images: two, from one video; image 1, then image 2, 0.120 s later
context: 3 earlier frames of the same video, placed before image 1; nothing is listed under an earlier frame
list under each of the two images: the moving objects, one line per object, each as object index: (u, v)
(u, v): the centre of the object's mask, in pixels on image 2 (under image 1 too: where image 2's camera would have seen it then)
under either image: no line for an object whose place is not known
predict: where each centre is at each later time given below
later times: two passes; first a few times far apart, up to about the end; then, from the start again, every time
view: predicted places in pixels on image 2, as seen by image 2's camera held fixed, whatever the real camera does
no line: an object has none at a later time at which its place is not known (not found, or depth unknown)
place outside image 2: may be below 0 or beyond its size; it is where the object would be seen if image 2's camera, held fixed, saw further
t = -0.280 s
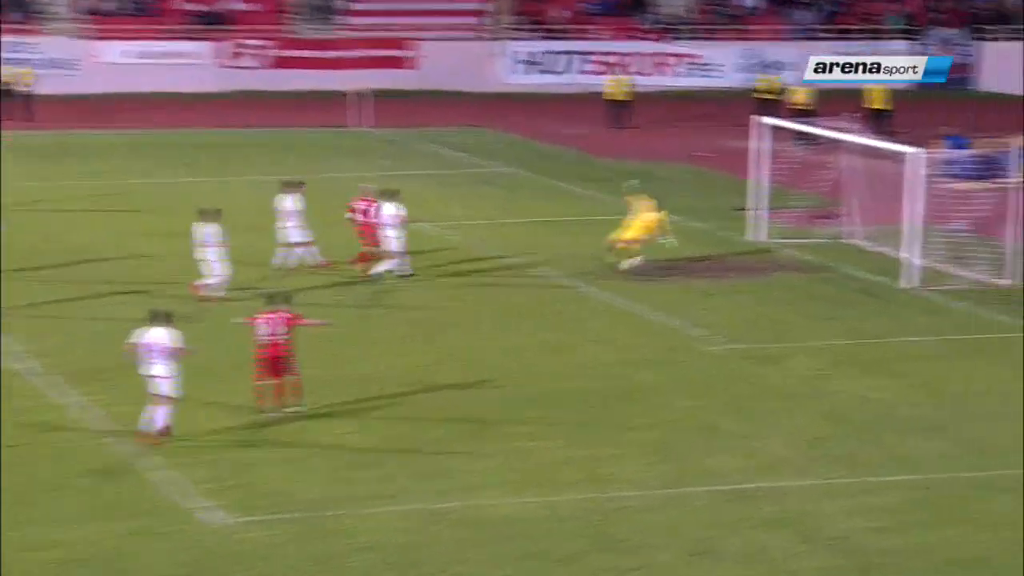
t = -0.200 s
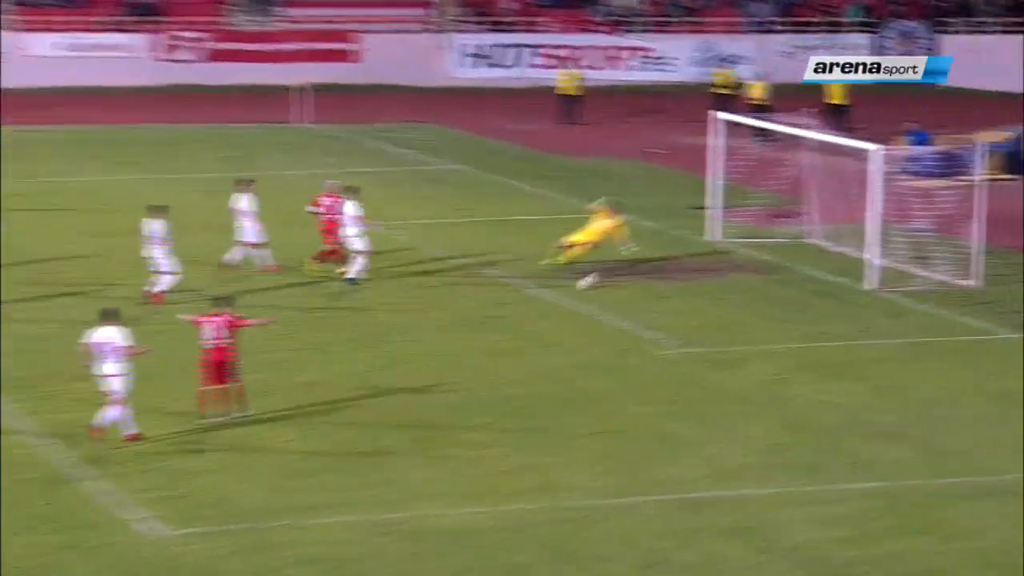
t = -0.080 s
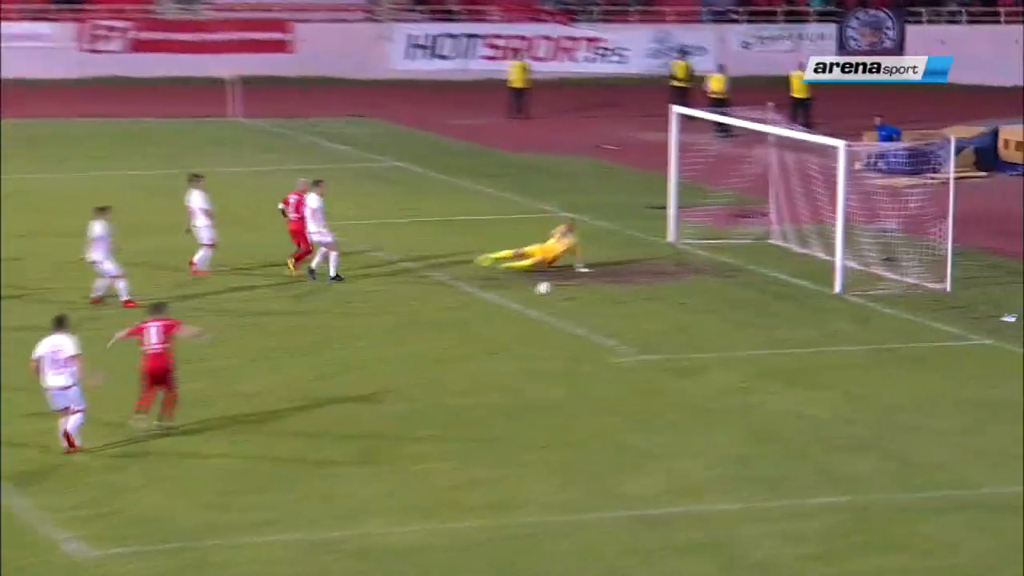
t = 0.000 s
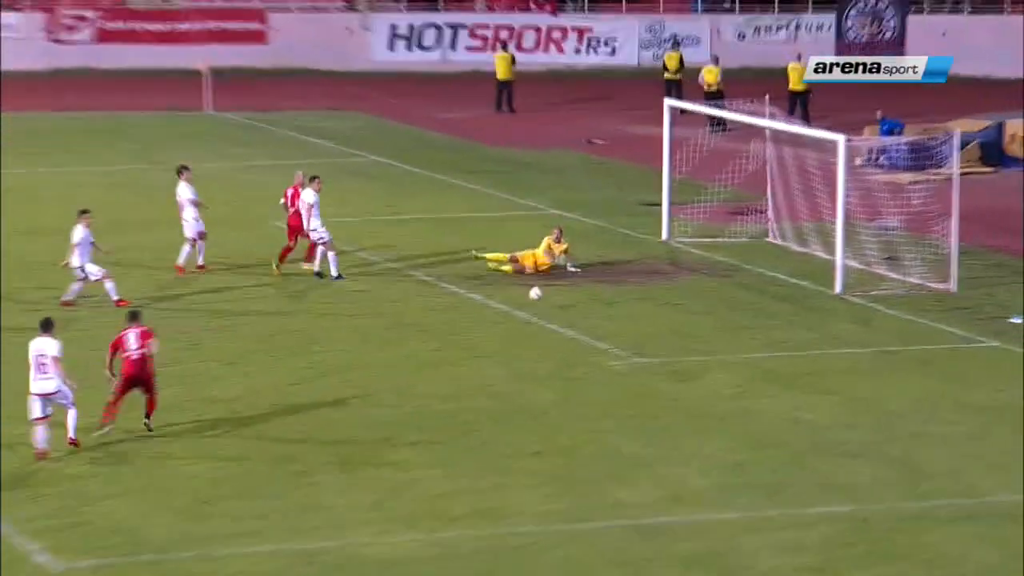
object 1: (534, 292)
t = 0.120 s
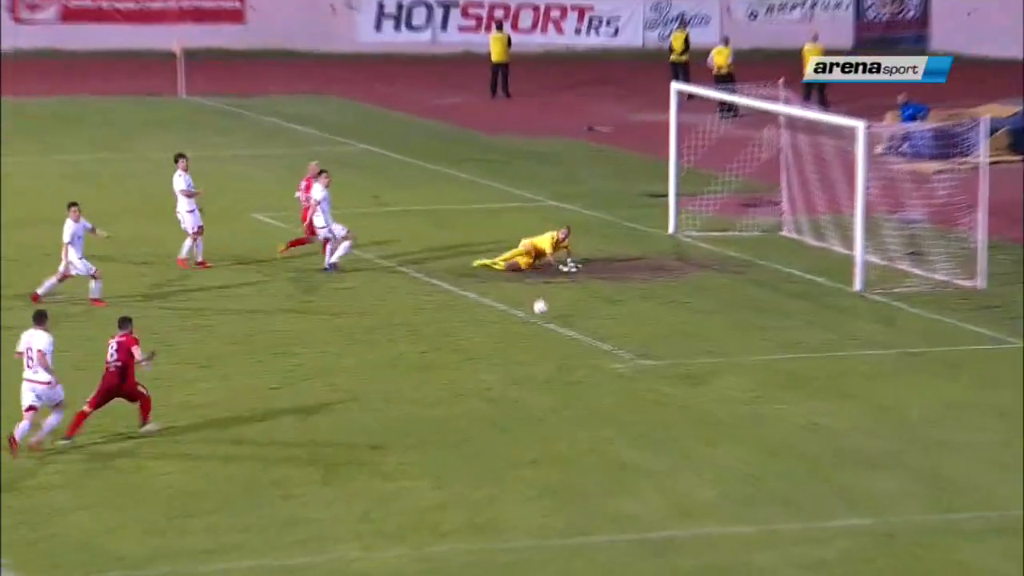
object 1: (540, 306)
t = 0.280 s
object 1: (546, 318)
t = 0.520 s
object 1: (551, 343)
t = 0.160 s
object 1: (543, 315)
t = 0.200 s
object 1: (544, 318)
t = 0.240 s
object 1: (545, 318)
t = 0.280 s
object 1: (546, 318)
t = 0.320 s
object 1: (547, 321)
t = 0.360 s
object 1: (547, 325)
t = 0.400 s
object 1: (548, 329)
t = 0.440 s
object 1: (550, 335)
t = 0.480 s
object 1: (551, 342)
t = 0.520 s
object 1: (551, 343)
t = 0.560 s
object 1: (552, 344)
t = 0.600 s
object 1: (552, 346)
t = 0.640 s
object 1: (553, 350)
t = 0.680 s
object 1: (553, 354)
